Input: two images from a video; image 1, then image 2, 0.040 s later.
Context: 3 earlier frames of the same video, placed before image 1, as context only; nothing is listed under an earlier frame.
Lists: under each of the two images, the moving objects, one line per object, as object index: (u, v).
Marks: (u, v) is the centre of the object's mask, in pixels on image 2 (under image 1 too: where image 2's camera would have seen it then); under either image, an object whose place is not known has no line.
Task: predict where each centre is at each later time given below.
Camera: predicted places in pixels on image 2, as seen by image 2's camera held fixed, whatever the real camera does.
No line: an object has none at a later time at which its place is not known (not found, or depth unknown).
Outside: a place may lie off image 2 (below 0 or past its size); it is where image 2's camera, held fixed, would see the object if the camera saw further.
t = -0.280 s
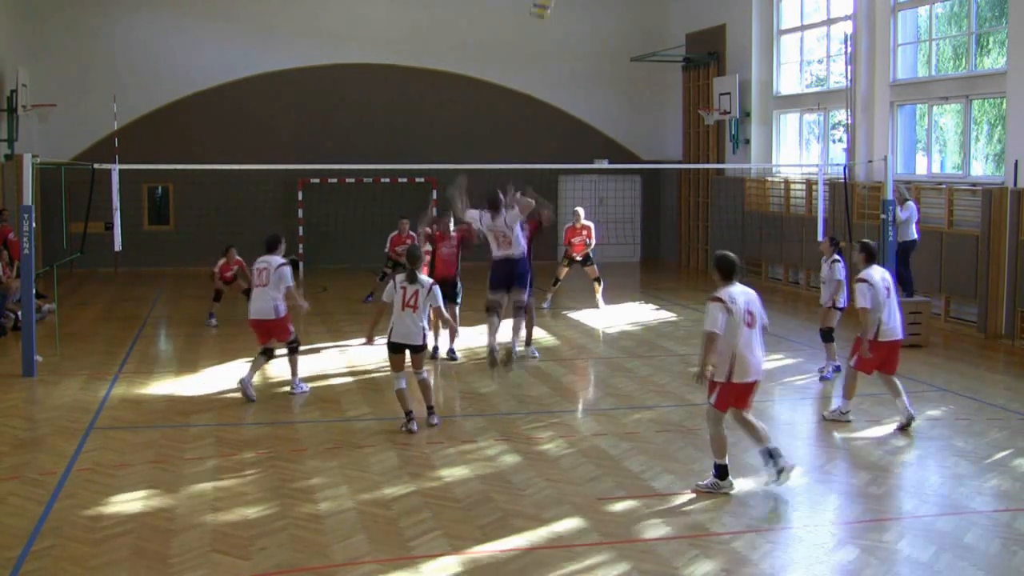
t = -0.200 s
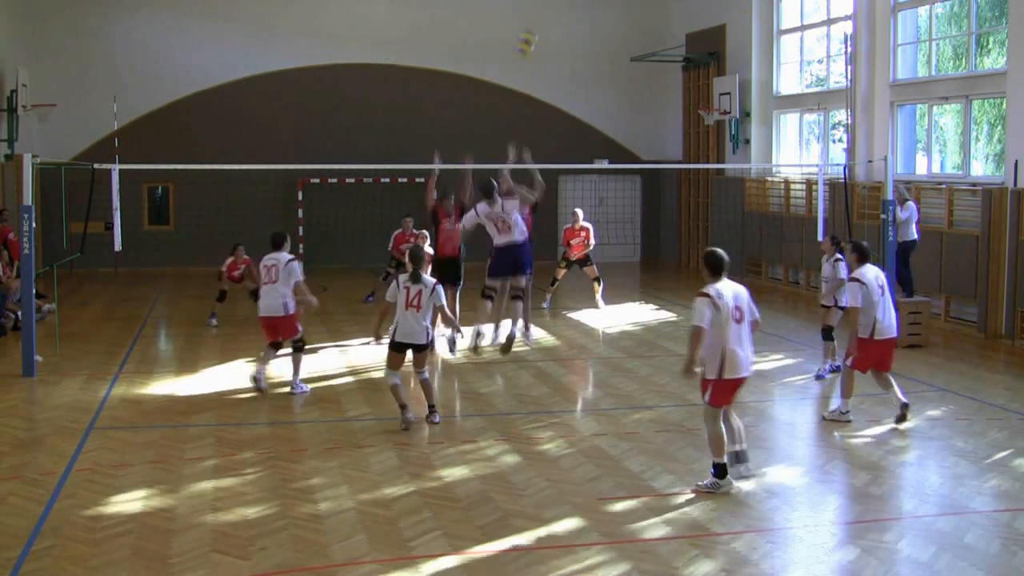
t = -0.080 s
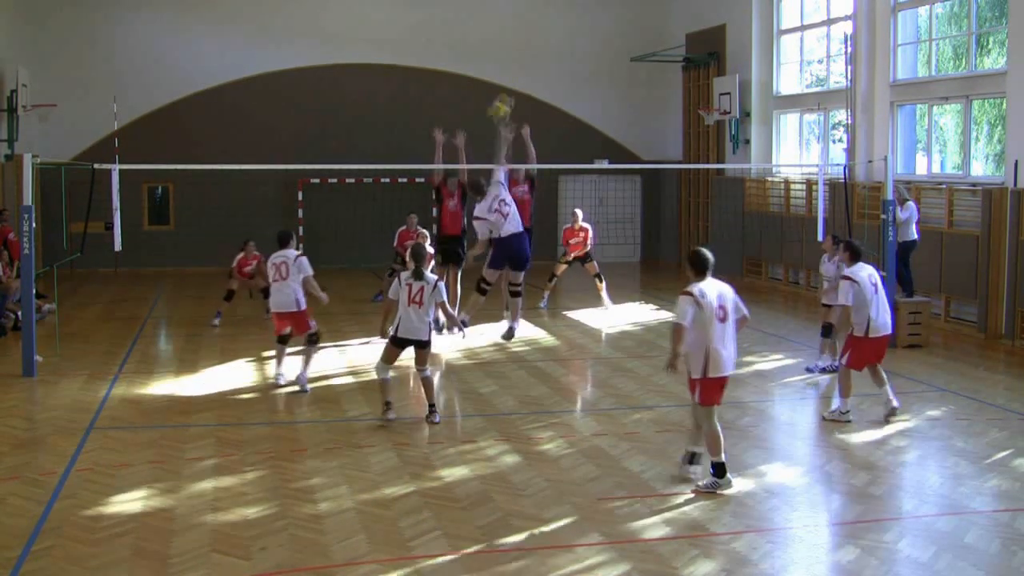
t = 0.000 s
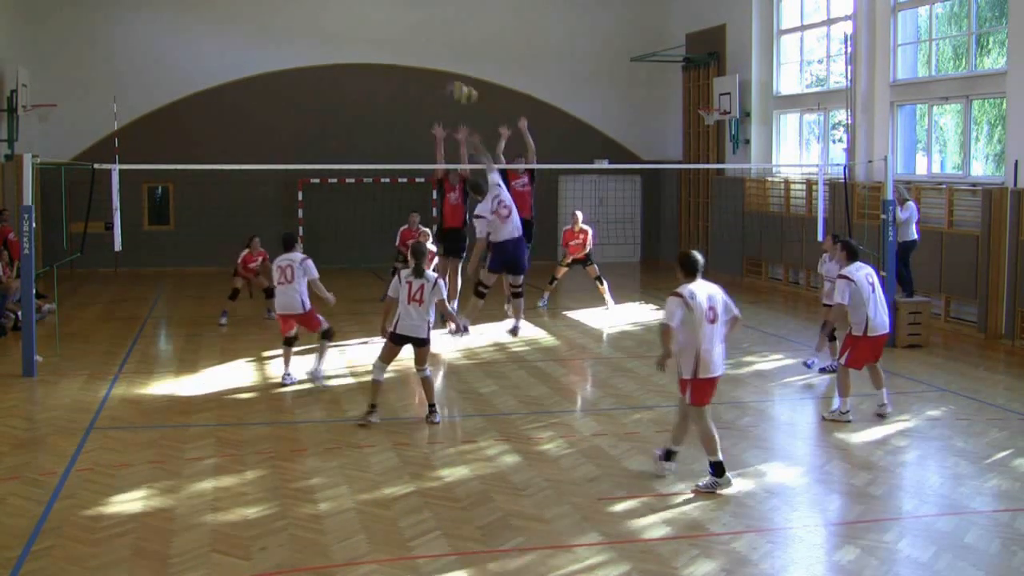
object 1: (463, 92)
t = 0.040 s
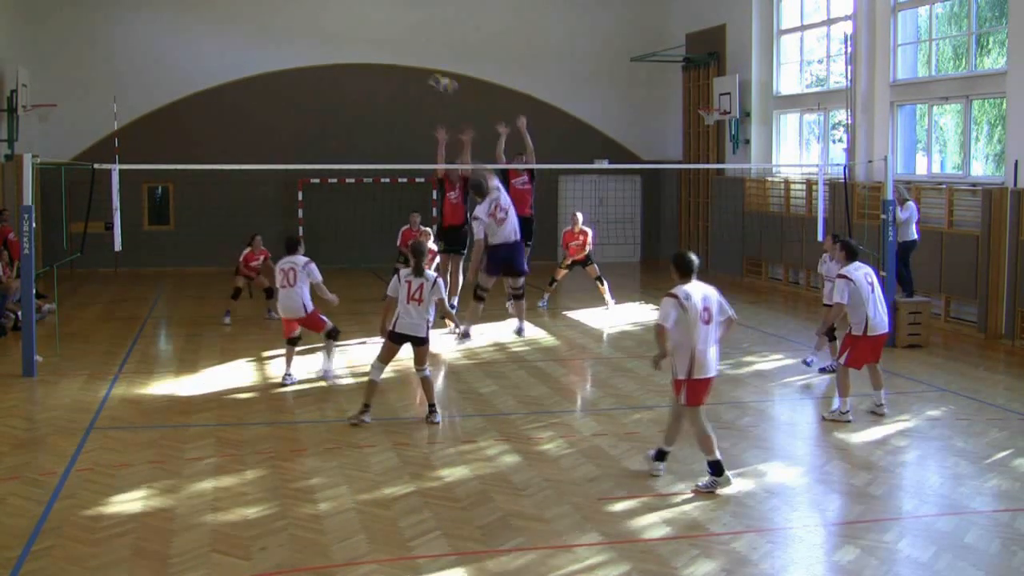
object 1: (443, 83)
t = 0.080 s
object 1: (424, 78)
